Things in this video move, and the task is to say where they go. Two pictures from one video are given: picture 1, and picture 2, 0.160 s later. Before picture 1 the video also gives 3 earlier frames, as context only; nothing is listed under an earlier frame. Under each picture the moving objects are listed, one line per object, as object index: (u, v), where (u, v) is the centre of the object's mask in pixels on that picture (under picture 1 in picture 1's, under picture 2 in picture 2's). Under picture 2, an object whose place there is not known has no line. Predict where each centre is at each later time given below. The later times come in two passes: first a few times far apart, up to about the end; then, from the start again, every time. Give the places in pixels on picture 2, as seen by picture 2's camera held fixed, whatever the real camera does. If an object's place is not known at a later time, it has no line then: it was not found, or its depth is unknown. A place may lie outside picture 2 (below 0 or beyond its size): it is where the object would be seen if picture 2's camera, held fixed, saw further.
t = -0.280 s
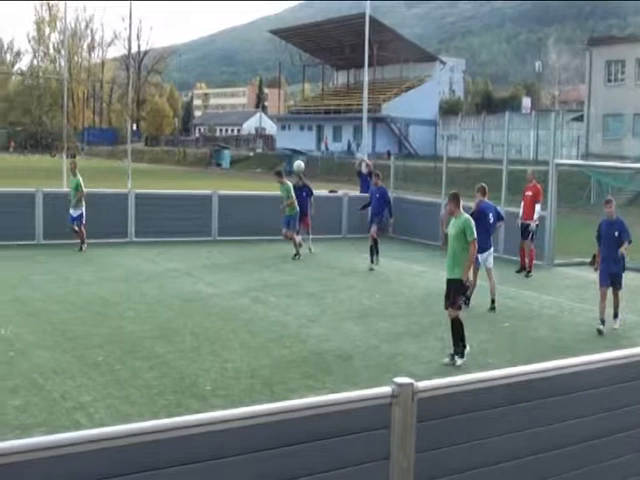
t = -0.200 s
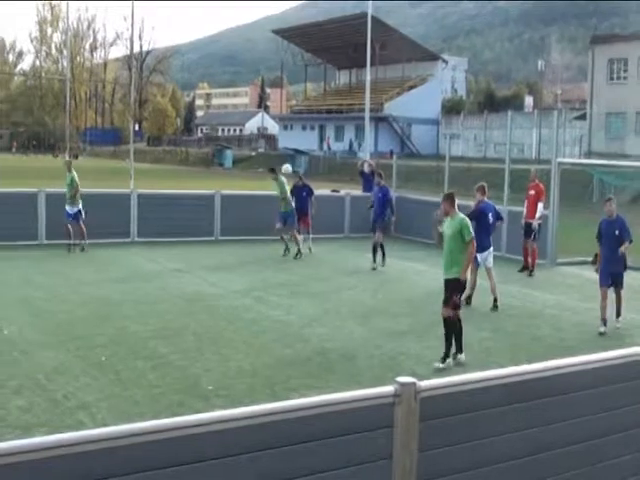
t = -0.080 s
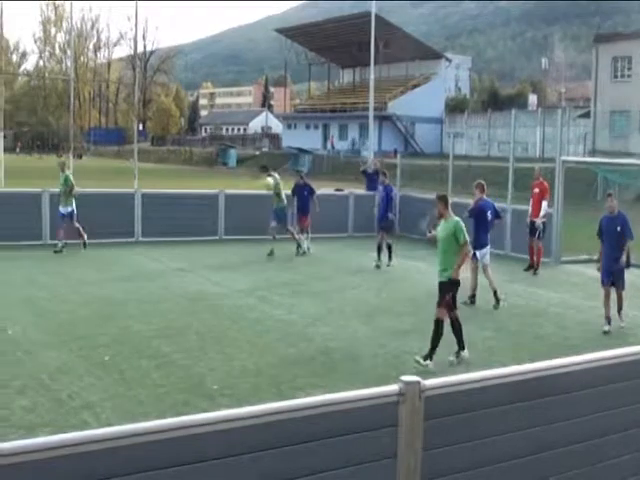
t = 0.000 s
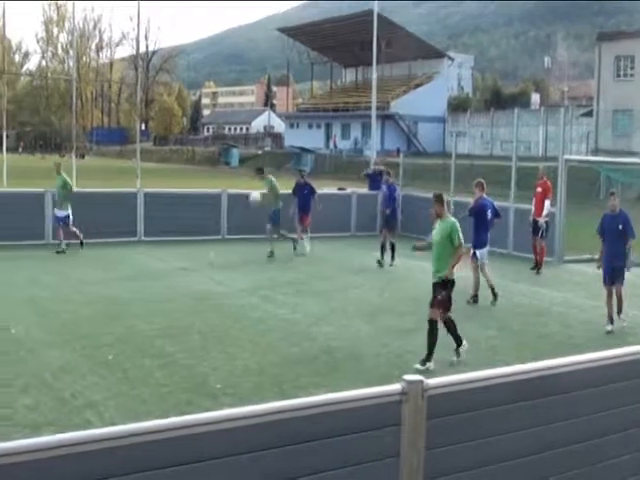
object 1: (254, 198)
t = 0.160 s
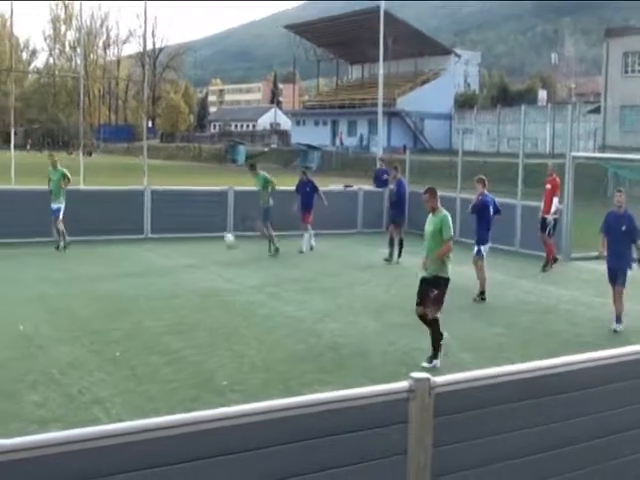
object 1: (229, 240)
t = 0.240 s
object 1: (212, 270)
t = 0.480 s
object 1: (172, 254)
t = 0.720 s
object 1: (132, 257)
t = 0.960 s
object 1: (89, 288)
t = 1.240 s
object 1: (33, 294)
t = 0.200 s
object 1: (221, 256)
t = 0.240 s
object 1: (212, 270)
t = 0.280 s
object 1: (203, 281)
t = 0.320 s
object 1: (198, 276)
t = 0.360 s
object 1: (192, 268)
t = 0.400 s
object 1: (186, 262)
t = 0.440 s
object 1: (179, 257)
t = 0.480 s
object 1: (172, 254)
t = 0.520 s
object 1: (166, 251)
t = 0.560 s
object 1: (159, 249)
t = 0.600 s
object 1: (153, 249)
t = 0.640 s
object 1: (146, 251)
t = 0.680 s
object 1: (139, 252)
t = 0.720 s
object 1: (132, 257)
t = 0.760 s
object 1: (124, 260)
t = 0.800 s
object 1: (117, 268)
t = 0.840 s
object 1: (109, 276)
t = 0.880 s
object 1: (102, 284)
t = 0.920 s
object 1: (95, 292)
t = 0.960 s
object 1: (89, 288)
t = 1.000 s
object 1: (82, 285)
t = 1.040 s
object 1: (73, 283)
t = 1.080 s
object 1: (66, 282)
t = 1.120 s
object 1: (58, 284)
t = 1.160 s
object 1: (50, 286)
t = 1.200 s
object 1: (42, 290)
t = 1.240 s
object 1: (33, 294)
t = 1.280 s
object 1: (24, 301)
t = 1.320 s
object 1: (16, 300)
